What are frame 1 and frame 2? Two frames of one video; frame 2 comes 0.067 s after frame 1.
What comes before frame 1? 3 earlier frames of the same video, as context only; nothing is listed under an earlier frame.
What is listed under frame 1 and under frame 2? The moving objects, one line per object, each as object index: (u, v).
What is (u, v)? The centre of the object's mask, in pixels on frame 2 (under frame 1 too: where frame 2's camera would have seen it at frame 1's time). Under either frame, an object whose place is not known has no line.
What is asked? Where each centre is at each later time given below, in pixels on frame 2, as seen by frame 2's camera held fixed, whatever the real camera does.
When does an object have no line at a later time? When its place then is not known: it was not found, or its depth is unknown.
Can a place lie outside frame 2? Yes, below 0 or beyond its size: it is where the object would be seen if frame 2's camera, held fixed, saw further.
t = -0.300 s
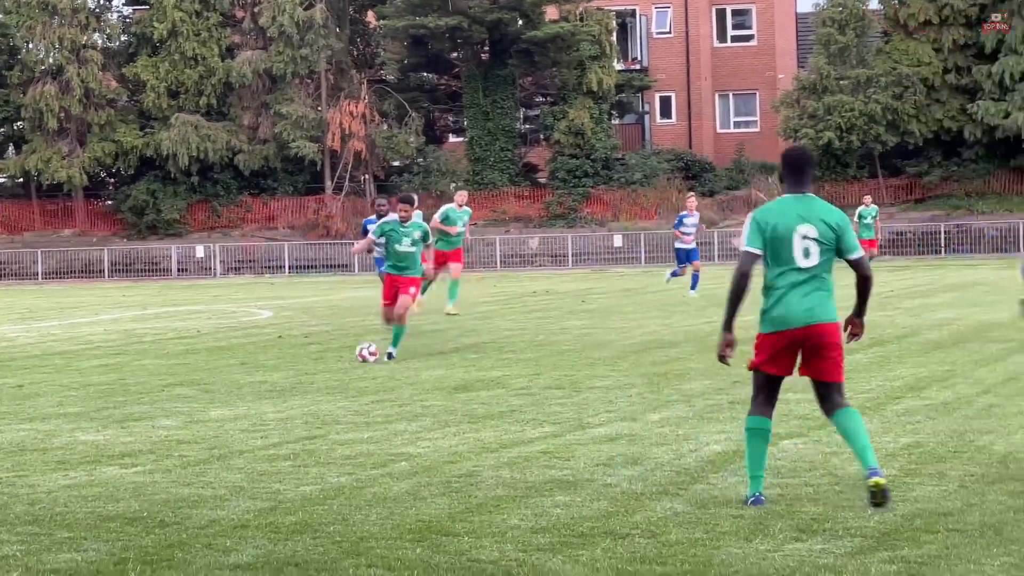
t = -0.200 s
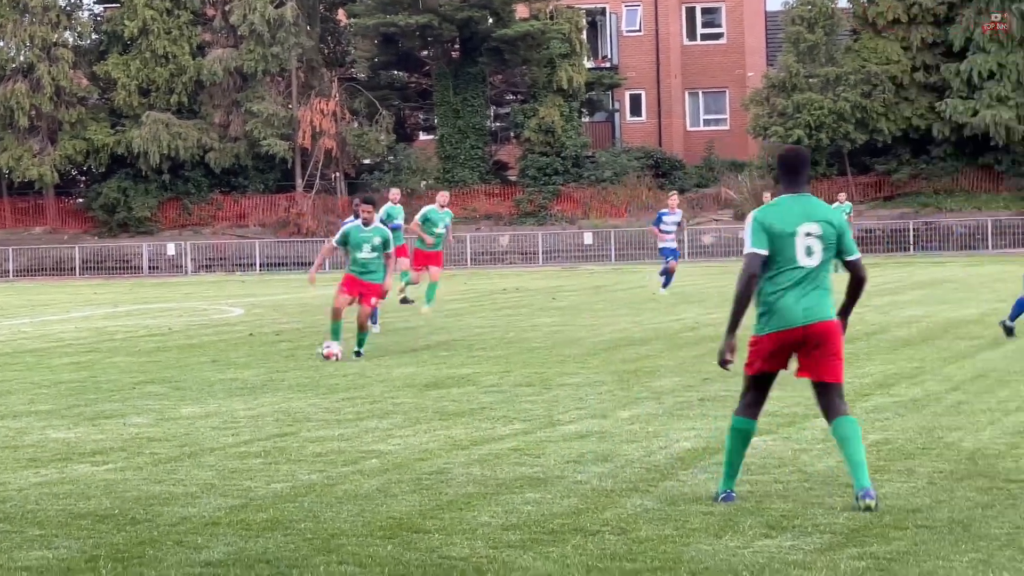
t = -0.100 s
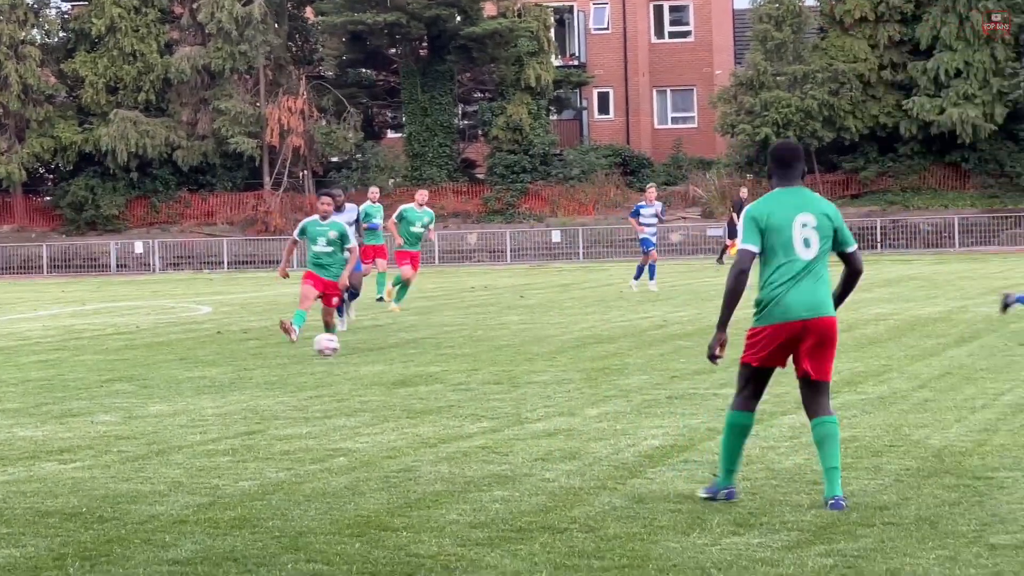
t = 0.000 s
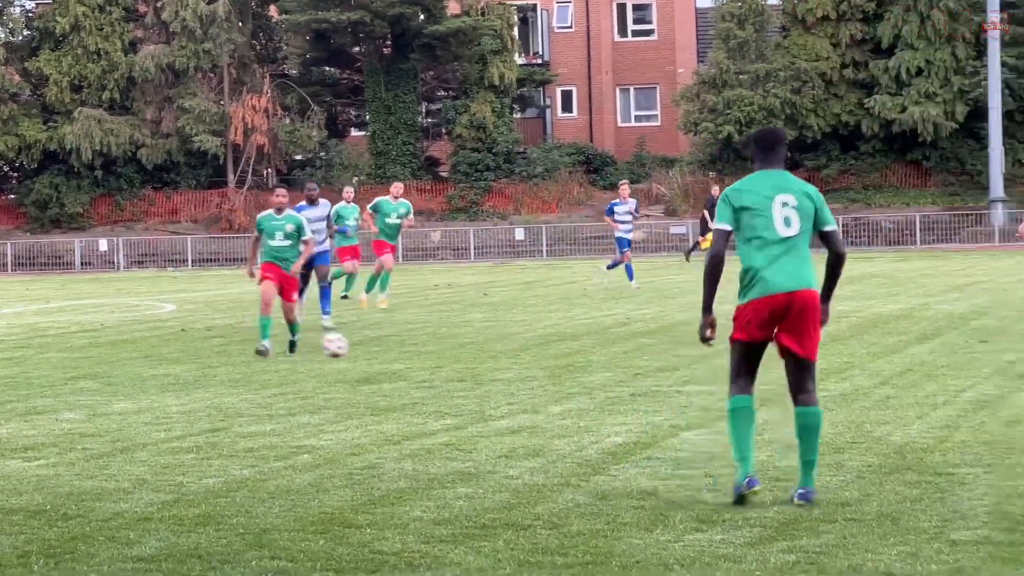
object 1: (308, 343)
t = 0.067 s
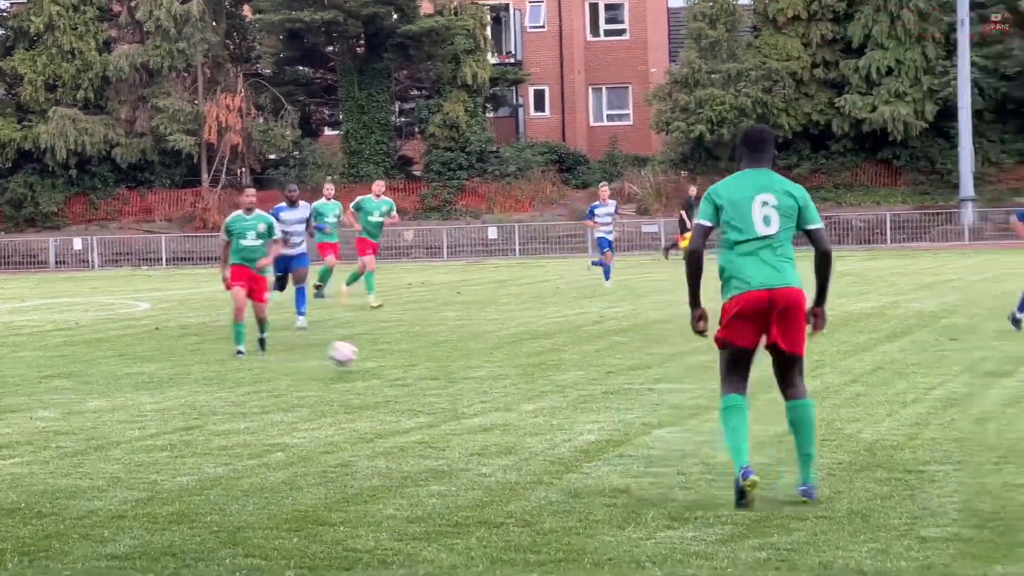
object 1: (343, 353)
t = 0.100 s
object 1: (362, 361)
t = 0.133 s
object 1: (381, 369)
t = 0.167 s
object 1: (399, 372)
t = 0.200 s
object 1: (417, 370)
